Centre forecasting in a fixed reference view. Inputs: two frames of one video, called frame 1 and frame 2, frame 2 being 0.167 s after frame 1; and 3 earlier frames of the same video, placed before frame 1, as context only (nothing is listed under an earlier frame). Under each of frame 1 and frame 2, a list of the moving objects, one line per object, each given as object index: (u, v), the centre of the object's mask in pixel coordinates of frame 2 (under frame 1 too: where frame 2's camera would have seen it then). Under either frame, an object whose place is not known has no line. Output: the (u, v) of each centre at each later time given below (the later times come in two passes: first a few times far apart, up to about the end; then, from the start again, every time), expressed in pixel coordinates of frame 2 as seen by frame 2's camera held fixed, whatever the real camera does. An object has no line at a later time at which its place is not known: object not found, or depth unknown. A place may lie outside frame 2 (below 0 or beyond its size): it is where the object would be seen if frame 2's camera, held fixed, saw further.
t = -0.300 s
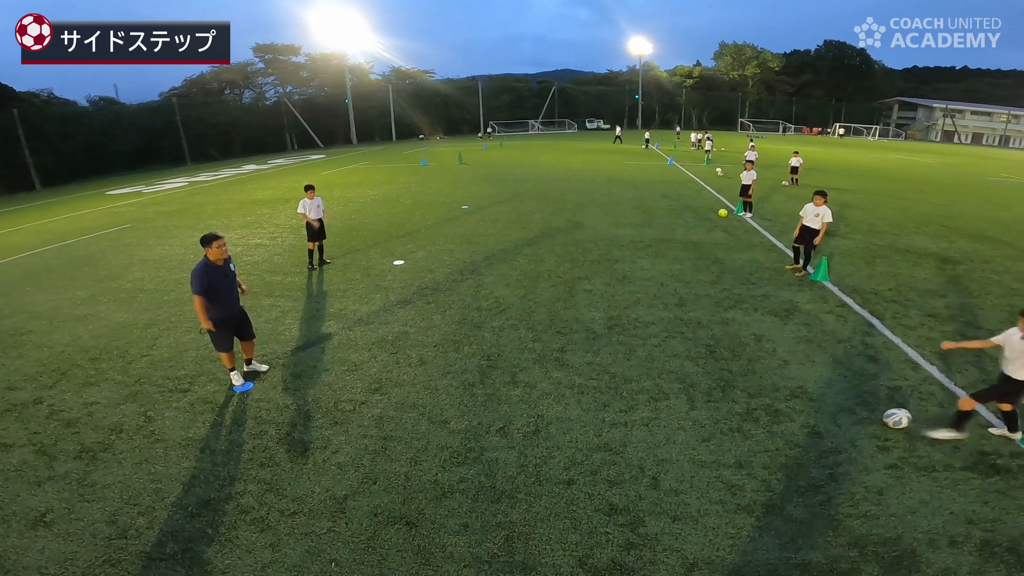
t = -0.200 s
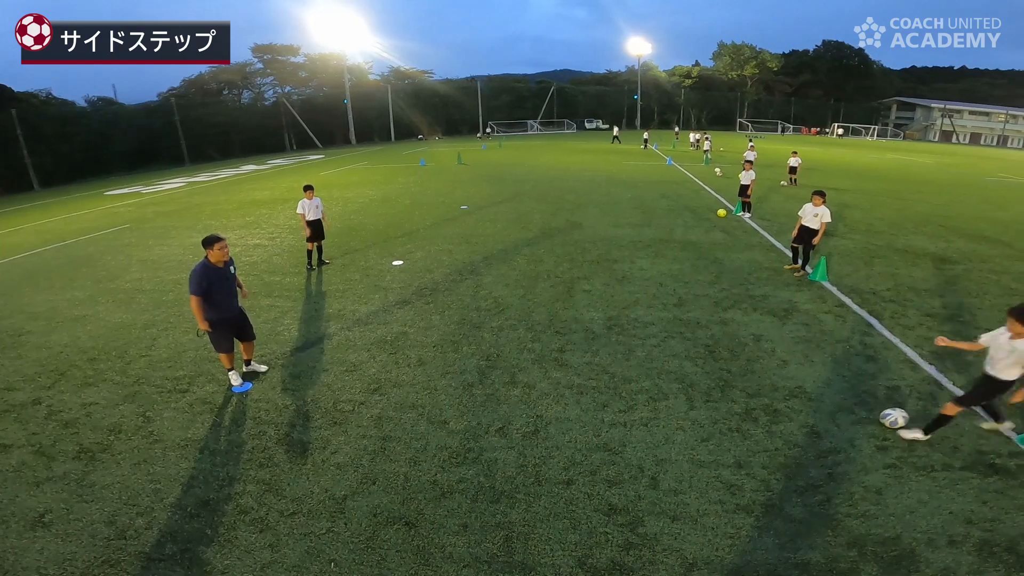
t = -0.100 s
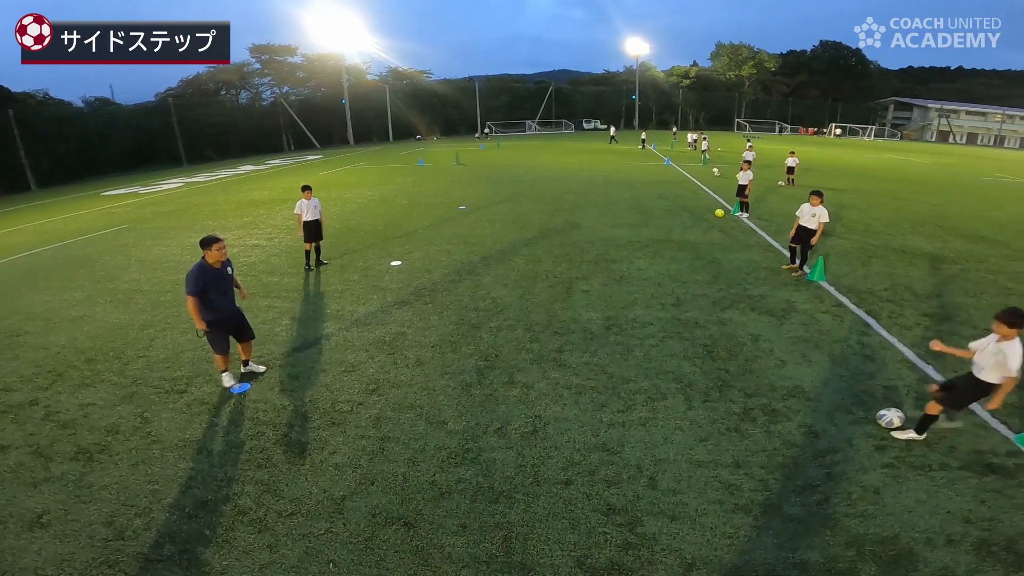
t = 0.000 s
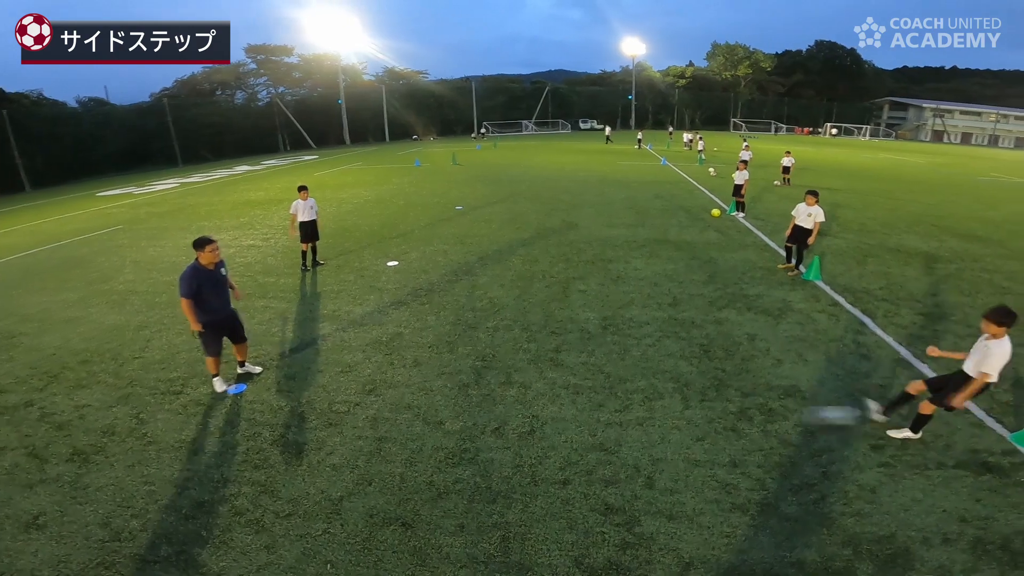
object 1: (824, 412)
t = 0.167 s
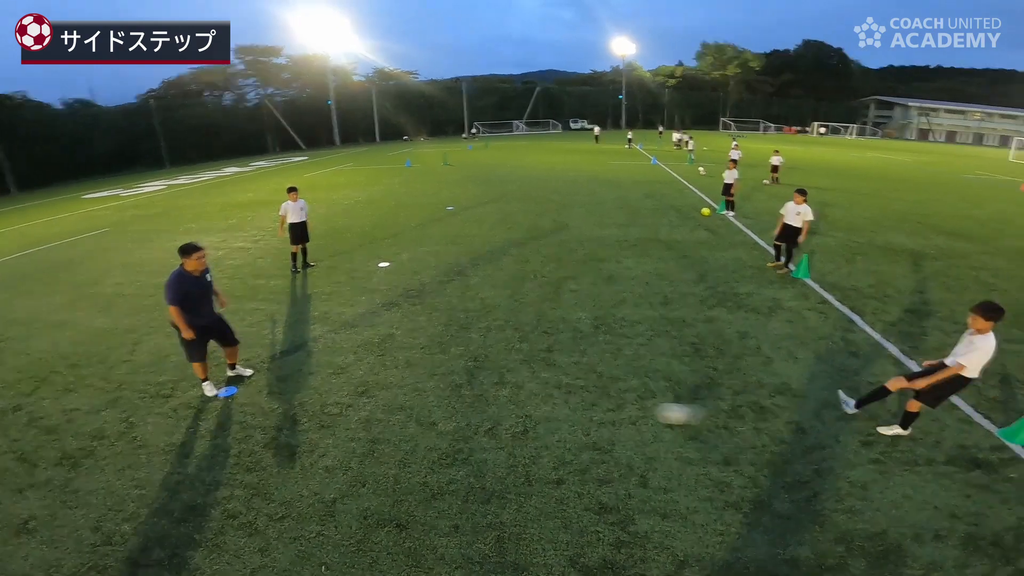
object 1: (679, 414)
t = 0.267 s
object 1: (604, 413)
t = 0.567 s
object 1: (430, 406)
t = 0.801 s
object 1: (325, 398)
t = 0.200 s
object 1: (653, 413)
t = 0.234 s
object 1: (628, 413)
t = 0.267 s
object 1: (604, 413)
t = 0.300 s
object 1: (580, 412)
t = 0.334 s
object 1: (560, 412)
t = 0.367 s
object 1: (539, 411)
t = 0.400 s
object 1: (521, 411)
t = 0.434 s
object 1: (501, 410)
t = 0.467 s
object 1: (484, 410)
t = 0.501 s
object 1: (466, 408)
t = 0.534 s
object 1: (449, 407)
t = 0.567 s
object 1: (430, 406)
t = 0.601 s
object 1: (416, 405)
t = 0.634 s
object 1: (399, 404)
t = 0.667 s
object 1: (383, 402)
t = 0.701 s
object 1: (369, 401)
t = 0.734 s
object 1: (353, 401)
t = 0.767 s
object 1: (337, 399)
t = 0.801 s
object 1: (325, 398)
